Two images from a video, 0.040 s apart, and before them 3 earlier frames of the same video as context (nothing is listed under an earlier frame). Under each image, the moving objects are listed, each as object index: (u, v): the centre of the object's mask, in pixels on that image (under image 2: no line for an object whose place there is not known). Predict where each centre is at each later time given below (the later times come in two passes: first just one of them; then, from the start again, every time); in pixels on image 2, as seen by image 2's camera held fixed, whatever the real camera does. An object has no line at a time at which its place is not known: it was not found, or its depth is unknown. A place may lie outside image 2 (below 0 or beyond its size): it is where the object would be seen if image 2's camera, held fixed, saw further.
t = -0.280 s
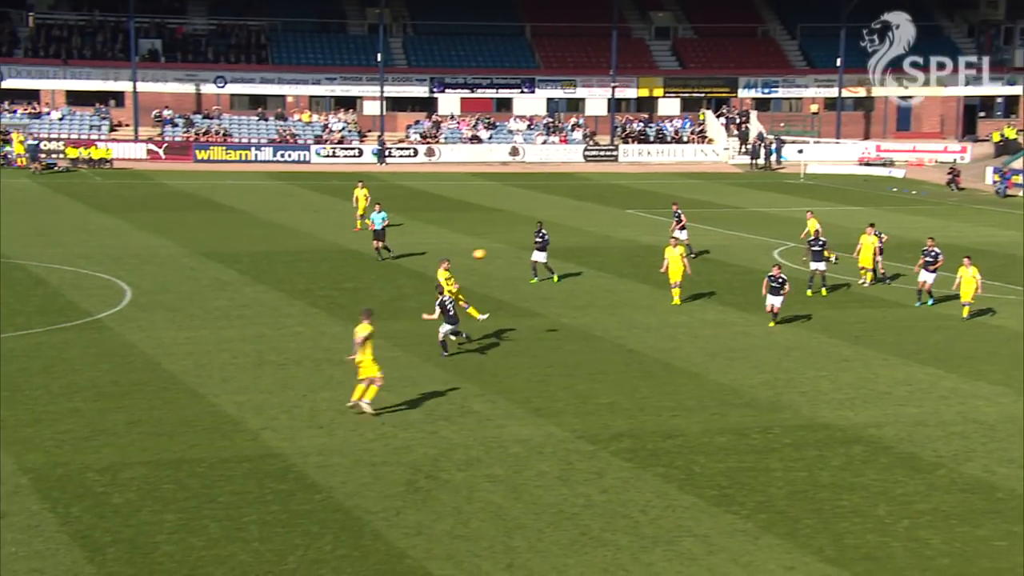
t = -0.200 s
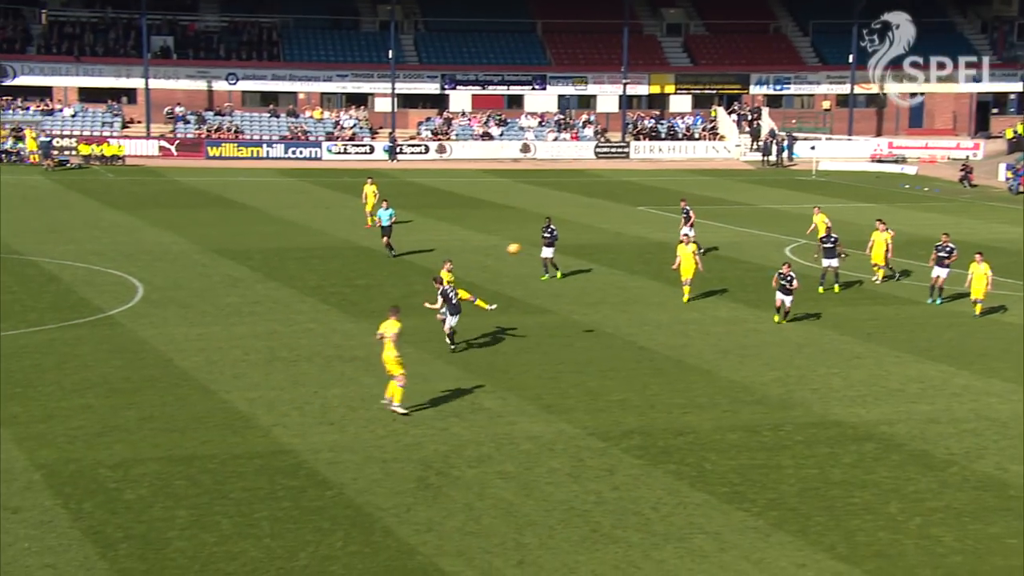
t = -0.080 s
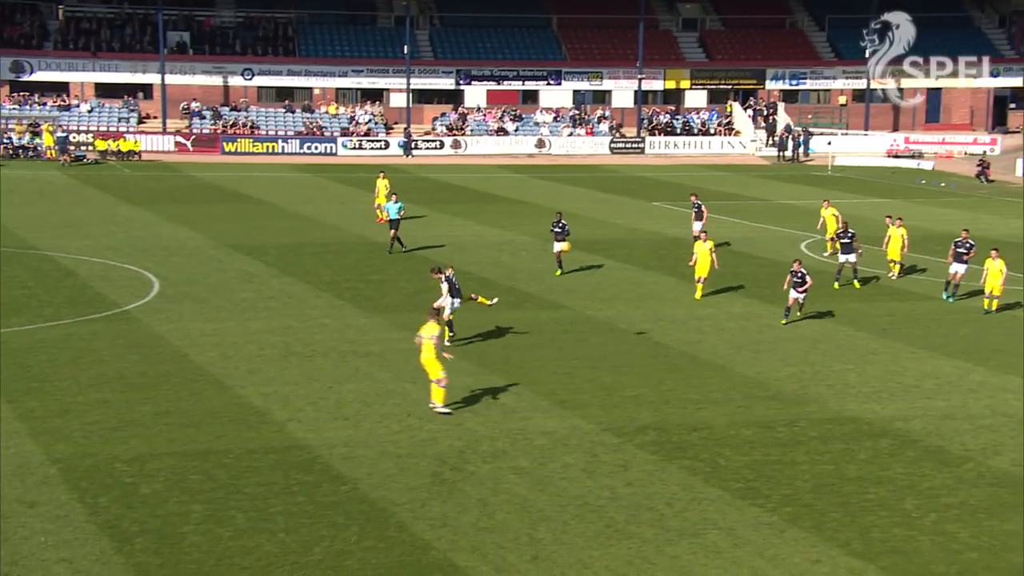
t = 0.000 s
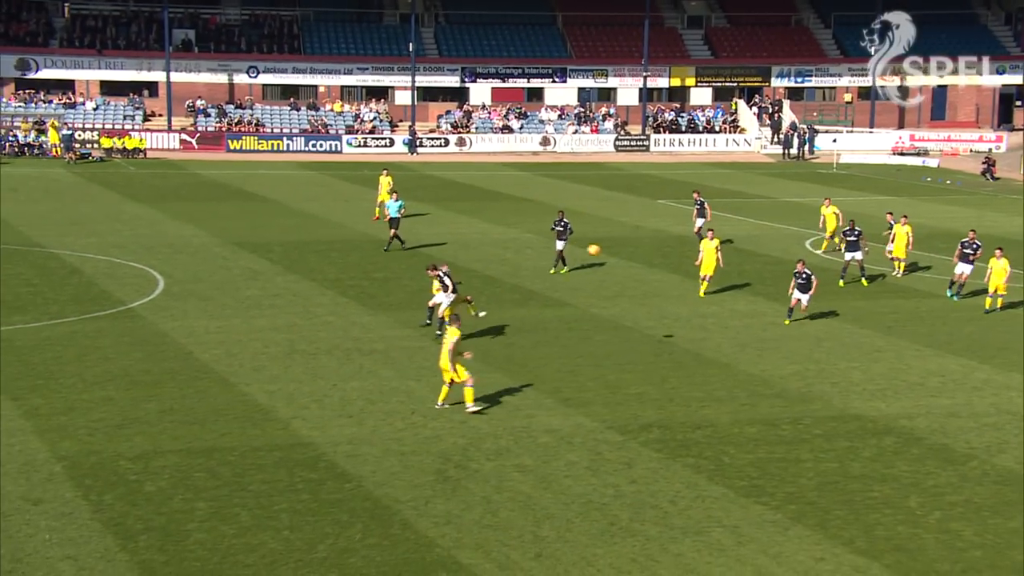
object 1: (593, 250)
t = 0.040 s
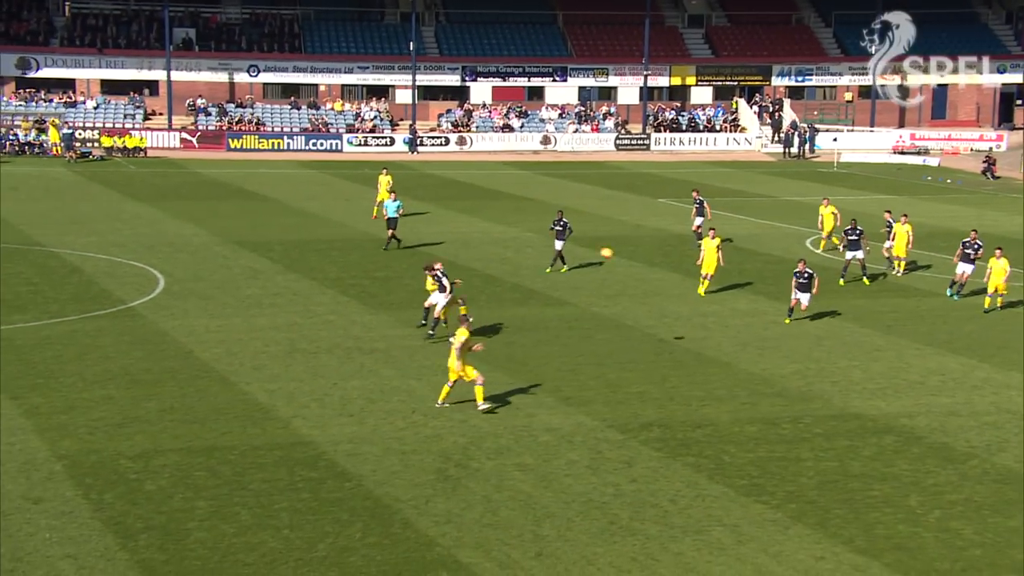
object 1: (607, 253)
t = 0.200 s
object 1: (657, 278)
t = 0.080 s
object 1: (619, 258)
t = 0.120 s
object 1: (631, 264)
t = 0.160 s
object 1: (644, 270)
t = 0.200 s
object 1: (657, 278)
